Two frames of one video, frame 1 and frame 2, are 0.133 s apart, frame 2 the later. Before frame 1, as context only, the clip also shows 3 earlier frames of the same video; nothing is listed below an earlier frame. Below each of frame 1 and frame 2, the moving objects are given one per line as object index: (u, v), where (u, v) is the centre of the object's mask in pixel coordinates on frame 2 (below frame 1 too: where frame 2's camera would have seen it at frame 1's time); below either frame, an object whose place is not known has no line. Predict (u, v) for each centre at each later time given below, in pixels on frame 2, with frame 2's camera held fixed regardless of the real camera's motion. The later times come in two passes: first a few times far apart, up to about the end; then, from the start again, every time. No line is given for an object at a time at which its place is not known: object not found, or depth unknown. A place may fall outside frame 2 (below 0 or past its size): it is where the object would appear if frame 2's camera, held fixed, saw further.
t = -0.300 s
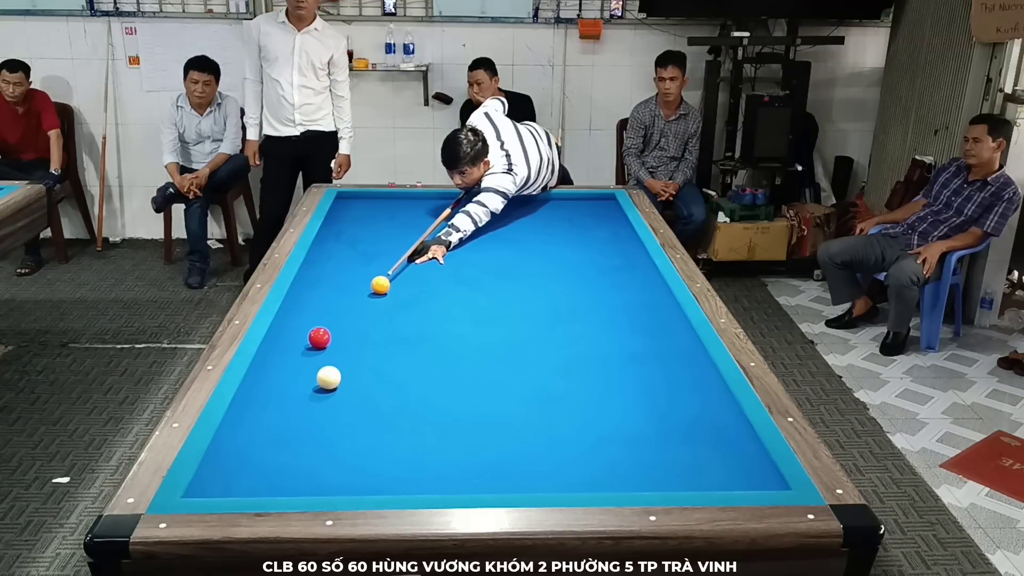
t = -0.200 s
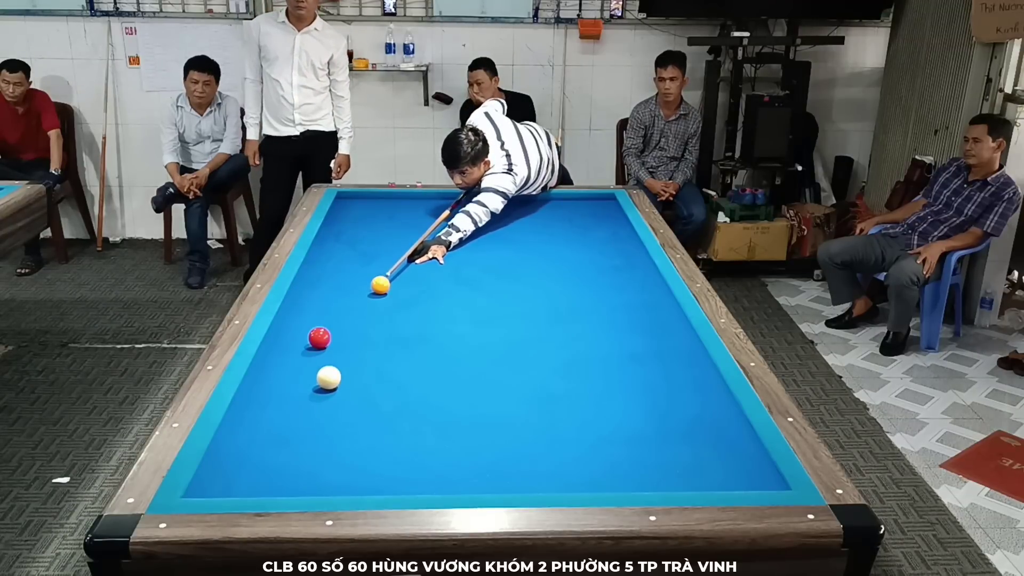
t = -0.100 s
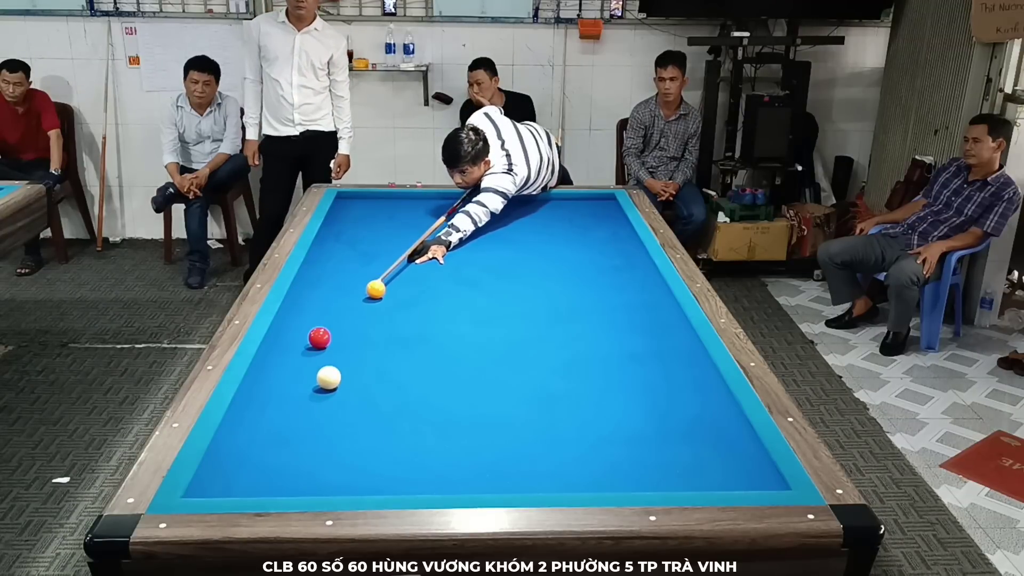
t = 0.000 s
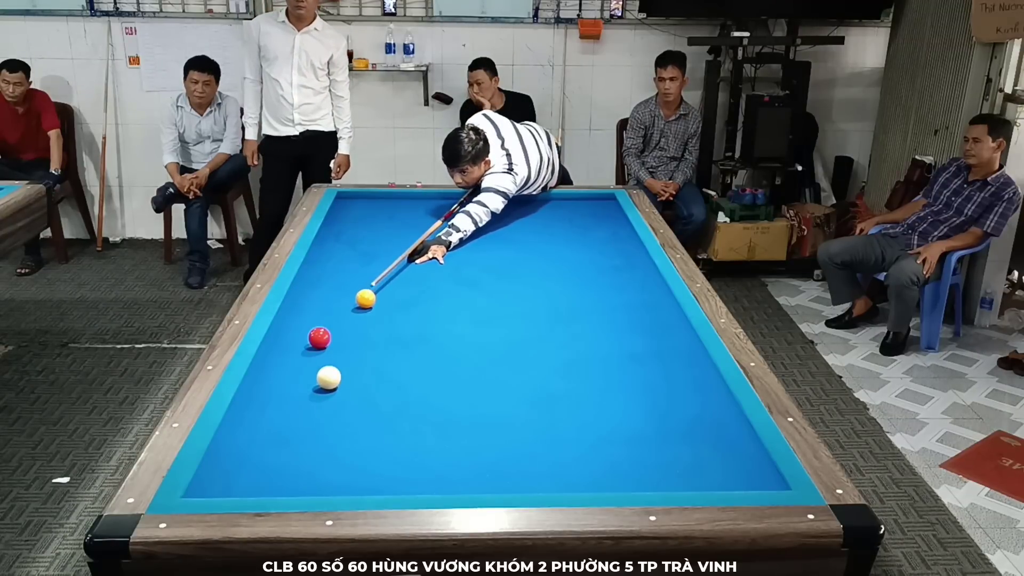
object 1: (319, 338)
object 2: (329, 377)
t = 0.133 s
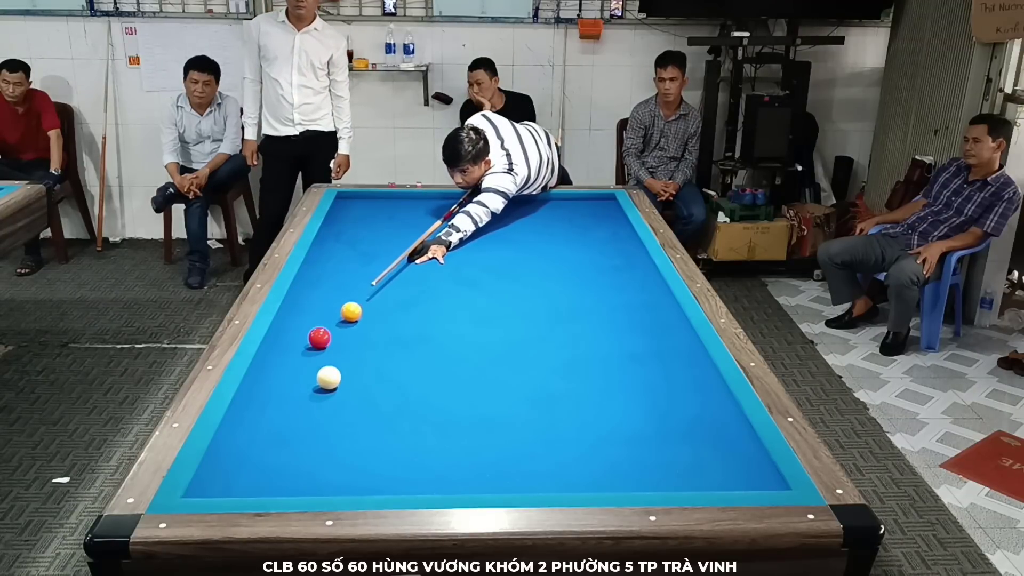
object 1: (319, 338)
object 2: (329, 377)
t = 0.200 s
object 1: (319, 337)
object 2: (329, 377)
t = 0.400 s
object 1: (305, 347)
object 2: (329, 377)
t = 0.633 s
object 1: (276, 366)
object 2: (329, 377)
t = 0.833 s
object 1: (252, 382)
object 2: (329, 377)
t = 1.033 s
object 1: (255, 397)
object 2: (329, 377)
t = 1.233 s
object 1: (258, 412)
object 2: (329, 377)
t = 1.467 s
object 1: (261, 431)
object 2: (328, 377)
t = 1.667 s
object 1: (264, 448)
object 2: (328, 382)
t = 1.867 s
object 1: (267, 466)
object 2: (328, 386)
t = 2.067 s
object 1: (269, 484)
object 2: (328, 390)
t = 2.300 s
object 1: (280, 485)
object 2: (328, 394)
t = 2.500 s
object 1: (292, 476)
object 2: (327, 398)
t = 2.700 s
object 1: (303, 467)
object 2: (326, 401)
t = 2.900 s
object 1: (313, 458)
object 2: (325, 404)
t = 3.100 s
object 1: (322, 450)
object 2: (325, 406)
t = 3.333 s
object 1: (332, 441)
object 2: (324, 409)
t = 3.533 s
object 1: (340, 435)
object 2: (324, 411)
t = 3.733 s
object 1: (347, 429)
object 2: (324, 412)
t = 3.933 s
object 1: (353, 423)
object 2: (324, 414)
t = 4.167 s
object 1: (360, 417)
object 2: (324, 414)
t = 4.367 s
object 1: (365, 413)
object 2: (323, 415)
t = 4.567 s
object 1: (369, 409)
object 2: (323, 415)
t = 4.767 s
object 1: (373, 406)
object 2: (323, 415)
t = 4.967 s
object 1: (377, 403)
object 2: (323, 415)
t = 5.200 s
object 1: (380, 400)
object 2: (323, 415)
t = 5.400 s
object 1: (383, 398)
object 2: (323, 415)
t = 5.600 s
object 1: (386, 396)
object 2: (323, 415)
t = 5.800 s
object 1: (387, 395)
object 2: (323, 415)
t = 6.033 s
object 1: (388, 394)
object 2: (323, 415)
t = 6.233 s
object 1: (389, 394)
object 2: (323, 415)
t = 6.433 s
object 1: (389, 394)
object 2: (323, 415)
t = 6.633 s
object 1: (389, 394)
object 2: (323, 415)
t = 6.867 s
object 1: (388, 394)
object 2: (323, 415)
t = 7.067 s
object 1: (389, 394)
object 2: (323, 415)
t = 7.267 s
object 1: (388, 394)
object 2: (323, 415)
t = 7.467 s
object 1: (389, 394)
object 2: (323, 415)
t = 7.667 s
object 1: (388, 394)
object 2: (323, 415)
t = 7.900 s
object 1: (389, 394)
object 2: (323, 415)
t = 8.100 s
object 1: (388, 394)
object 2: (323, 415)
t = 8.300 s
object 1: (388, 394)
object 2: (323, 415)
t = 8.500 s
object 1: (388, 394)
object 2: (323, 415)
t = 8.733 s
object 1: (388, 394)
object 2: (323, 415)
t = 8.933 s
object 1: (389, 394)
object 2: (323, 415)
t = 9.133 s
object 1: (389, 394)
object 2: (323, 415)
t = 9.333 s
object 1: (388, 394)
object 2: (323, 415)
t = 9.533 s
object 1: (389, 394)
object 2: (323, 415)
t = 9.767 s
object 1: (389, 394)
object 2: (323, 415)
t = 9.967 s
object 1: (388, 394)
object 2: (323, 415)
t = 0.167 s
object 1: (319, 337)
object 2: (329, 377)
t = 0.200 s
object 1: (319, 337)
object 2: (329, 377)
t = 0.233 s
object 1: (319, 338)
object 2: (329, 377)
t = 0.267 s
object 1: (319, 338)
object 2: (329, 377)
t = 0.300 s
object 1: (319, 338)
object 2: (329, 377)
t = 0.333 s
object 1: (314, 341)
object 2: (329, 377)
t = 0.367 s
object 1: (310, 344)
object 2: (329, 377)
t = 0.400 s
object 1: (305, 347)
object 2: (329, 377)
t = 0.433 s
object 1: (300, 350)
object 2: (329, 377)
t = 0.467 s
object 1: (296, 352)
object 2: (329, 377)
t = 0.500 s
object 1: (292, 355)
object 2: (329, 377)
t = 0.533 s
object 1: (289, 358)
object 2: (329, 377)
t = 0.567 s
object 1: (284, 360)
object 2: (329, 377)
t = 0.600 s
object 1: (280, 363)
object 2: (329, 377)
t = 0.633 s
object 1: (276, 366)
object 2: (329, 377)
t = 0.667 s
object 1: (272, 368)
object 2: (329, 377)
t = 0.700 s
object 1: (268, 371)
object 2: (329, 377)
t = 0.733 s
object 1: (264, 374)
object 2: (329, 377)
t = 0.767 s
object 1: (260, 377)
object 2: (329, 377)
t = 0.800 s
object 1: (255, 380)
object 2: (329, 377)
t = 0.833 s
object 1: (252, 382)
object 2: (329, 377)
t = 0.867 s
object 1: (253, 385)
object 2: (329, 377)
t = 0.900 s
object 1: (254, 387)
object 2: (329, 377)
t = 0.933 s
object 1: (254, 390)
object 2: (329, 377)
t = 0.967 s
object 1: (254, 392)
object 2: (329, 377)
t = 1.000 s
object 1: (255, 395)
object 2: (329, 377)
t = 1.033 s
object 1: (255, 397)
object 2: (329, 377)
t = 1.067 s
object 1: (256, 400)
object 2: (329, 377)
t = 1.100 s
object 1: (256, 402)
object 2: (329, 377)
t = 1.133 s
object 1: (257, 405)
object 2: (329, 377)
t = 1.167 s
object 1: (257, 407)
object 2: (329, 377)
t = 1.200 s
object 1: (257, 410)
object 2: (329, 377)
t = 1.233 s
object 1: (258, 412)
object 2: (329, 377)
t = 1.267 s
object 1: (258, 415)
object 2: (329, 377)
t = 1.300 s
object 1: (259, 418)
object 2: (329, 377)
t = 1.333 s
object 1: (259, 420)
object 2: (329, 377)
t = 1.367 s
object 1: (260, 423)
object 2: (329, 377)
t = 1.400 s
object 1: (260, 425)
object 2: (329, 377)
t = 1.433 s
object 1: (260, 428)
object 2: (329, 377)
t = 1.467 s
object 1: (261, 431)
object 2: (328, 377)
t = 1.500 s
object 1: (261, 434)
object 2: (328, 378)
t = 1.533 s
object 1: (262, 437)
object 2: (328, 379)
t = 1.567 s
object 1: (262, 439)
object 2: (328, 380)
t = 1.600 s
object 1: (263, 442)
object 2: (328, 380)
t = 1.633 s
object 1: (263, 445)
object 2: (328, 381)
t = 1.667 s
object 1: (264, 448)
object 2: (328, 382)
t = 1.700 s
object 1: (264, 451)
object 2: (328, 382)
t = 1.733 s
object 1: (265, 454)
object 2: (328, 383)
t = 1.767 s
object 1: (265, 457)
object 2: (328, 384)
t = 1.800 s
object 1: (266, 460)
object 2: (328, 385)
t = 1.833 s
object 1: (266, 463)
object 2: (328, 385)
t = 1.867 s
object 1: (267, 466)
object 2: (328, 386)
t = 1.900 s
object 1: (267, 469)
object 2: (328, 387)
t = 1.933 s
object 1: (267, 472)
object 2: (328, 387)
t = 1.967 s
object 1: (268, 475)
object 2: (328, 388)
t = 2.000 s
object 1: (268, 478)
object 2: (328, 389)
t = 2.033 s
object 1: (269, 481)
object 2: (328, 389)
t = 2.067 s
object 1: (269, 484)
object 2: (328, 390)
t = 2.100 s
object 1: (270, 486)
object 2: (328, 391)
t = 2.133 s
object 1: (271, 487)
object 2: (328, 391)
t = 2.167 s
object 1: (271, 489)
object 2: (328, 392)
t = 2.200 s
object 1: (273, 489)
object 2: (328, 392)
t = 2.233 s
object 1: (275, 487)
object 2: (328, 393)
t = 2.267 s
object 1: (277, 486)
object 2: (328, 394)
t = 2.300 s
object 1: (280, 485)
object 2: (328, 394)
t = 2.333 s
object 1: (282, 484)
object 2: (327, 395)
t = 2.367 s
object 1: (284, 483)
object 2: (327, 395)
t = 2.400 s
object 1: (286, 481)
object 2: (327, 396)
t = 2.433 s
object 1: (288, 480)
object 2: (327, 397)
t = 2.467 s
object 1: (290, 478)
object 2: (327, 397)
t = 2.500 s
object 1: (292, 476)
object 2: (327, 398)
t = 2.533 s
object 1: (294, 475)
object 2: (327, 398)
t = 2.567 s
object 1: (295, 473)
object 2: (327, 399)
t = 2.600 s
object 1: (297, 471)
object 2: (327, 399)
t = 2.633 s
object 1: (299, 470)
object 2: (326, 400)
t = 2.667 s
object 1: (301, 468)
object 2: (326, 400)
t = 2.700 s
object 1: (303, 467)
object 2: (326, 401)
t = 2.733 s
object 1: (304, 465)
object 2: (326, 401)
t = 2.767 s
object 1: (306, 464)
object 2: (326, 402)
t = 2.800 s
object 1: (308, 462)
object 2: (326, 402)
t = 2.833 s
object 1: (309, 461)
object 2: (326, 403)
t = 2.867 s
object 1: (311, 459)
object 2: (325, 403)
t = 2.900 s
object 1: (313, 458)
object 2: (325, 404)
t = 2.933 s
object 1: (314, 456)
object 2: (325, 404)
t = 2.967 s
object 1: (316, 455)
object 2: (325, 405)
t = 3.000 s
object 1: (317, 454)
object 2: (325, 405)
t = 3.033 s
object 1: (319, 452)
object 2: (325, 406)
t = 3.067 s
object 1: (321, 451)
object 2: (325, 406)
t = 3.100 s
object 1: (322, 450)
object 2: (325, 406)
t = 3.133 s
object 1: (324, 448)
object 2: (325, 407)
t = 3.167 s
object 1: (325, 447)
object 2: (325, 407)
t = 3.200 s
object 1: (326, 446)
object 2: (325, 408)
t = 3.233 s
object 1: (328, 445)
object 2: (325, 408)
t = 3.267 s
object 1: (329, 443)
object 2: (324, 408)
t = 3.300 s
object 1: (331, 442)
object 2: (324, 409)
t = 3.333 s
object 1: (332, 441)
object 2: (324, 409)
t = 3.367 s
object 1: (333, 440)
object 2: (324, 409)
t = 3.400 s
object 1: (335, 439)
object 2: (324, 410)
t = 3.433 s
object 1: (336, 438)
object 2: (324, 410)
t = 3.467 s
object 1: (337, 437)
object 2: (324, 410)
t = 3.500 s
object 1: (338, 436)
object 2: (324, 411)
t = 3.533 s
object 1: (340, 435)
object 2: (324, 411)
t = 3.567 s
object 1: (341, 434)
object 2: (324, 411)
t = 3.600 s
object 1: (342, 432)
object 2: (324, 411)
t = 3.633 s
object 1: (343, 431)
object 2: (324, 412)
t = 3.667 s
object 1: (344, 430)
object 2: (324, 412)
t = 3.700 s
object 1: (346, 429)
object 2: (324, 412)
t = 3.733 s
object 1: (347, 429)
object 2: (324, 412)
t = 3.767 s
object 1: (348, 428)
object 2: (324, 413)
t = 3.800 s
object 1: (349, 427)
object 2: (324, 413)
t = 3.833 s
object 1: (350, 426)
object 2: (324, 413)
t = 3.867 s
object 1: (351, 425)
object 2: (324, 413)
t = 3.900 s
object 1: (352, 424)
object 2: (324, 413)
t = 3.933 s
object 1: (353, 423)
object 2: (324, 414)
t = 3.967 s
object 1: (354, 422)
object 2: (324, 414)
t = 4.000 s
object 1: (355, 421)
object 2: (324, 414)
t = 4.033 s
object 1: (356, 421)
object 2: (324, 414)
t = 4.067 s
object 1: (357, 420)
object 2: (324, 414)
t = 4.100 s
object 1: (358, 419)
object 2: (324, 414)
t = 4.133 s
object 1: (359, 418)
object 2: (324, 414)
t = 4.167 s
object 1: (360, 417)
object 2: (324, 414)
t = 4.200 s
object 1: (361, 417)
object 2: (324, 414)
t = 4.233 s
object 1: (362, 416)
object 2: (323, 415)
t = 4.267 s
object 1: (363, 415)
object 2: (323, 415)
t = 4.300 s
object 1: (364, 414)
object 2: (323, 415)
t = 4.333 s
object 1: (364, 414)
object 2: (323, 415)
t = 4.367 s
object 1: (365, 413)
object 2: (323, 415)
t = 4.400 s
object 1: (366, 412)
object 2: (323, 415)
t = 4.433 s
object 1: (367, 412)
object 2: (323, 415)
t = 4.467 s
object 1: (368, 411)
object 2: (323, 415)
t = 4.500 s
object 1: (368, 410)
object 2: (323, 415)
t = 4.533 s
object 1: (369, 410)
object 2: (323, 415)
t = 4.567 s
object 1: (369, 409)
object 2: (323, 415)
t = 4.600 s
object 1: (370, 409)
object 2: (323, 415)
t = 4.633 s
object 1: (371, 408)
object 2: (323, 415)
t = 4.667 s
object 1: (372, 407)
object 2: (323, 415)
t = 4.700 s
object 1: (372, 407)
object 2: (323, 415)
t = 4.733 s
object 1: (373, 406)
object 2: (323, 415)
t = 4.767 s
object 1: (373, 406)
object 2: (323, 415)
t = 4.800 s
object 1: (374, 405)
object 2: (323, 415)
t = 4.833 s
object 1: (375, 405)
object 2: (323, 415)
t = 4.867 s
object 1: (375, 404)
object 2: (323, 415)
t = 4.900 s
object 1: (376, 404)
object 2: (323, 415)
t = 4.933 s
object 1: (376, 403)
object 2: (323, 415)
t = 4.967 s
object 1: (377, 403)
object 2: (323, 415)
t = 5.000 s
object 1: (377, 402)
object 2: (323, 415)
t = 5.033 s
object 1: (378, 402)
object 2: (323, 415)
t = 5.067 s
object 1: (378, 402)
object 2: (323, 415)
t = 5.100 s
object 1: (379, 401)
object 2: (323, 415)
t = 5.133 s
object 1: (379, 401)
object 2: (323, 415)
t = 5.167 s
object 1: (380, 400)
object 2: (323, 415)
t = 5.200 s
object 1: (380, 400)
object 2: (323, 415)
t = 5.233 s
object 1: (381, 400)
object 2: (323, 415)
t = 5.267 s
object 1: (381, 399)
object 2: (323, 415)
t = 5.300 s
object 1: (382, 399)
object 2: (323, 415)
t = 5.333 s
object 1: (382, 398)
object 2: (323, 415)
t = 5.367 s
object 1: (383, 398)
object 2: (323, 415)
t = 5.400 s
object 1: (383, 398)
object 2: (323, 415)
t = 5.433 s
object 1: (384, 398)
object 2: (323, 415)
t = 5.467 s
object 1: (384, 397)
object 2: (323, 415)
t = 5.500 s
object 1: (384, 397)
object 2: (323, 415)
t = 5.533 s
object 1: (385, 397)
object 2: (323, 415)
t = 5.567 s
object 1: (385, 397)
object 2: (323, 415)
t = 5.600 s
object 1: (386, 396)
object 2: (323, 415)
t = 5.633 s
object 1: (386, 396)
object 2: (323, 415)
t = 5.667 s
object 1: (386, 396)
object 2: (323, 415)
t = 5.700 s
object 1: (386, 396)
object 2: (323, 415)
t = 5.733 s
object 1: (387, 395)
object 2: (323, 415)
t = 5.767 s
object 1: (387, 395)
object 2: (323, 415)
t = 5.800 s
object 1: (387, 395)
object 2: (323, 415)
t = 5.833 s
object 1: (387, 395)
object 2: (323, 415)
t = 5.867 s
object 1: (388, 395)
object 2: (323, 415)
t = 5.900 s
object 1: (388, 395)
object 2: (323, 415)
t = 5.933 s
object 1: (388, 395)
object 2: (323, 415)
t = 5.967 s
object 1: (388, 394)
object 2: (323, 415)
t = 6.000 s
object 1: (388, 394)
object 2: (323, 415)
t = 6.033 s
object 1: (388, 394)
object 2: (323, 415)
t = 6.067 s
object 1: (388, 394)
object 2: (323, 415)
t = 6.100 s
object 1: (389, 394)
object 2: (323, 415)
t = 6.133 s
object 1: (389, 394)
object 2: (323, 415)
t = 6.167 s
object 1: (389, 394)
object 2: (323, 415)
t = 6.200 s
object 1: (389, 394)
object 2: (323, 415)
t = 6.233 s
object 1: (389, 394)
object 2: (323, 415)
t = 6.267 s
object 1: (389, 394)
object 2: (323, 415)
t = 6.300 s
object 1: (389, 394)
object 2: (323, 415)
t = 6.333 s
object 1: (389, 394)
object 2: (323, 415)
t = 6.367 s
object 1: (389, 394)
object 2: (323, 415)
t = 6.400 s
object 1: (389, 394)
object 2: (323, 415)
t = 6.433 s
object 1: (389, 394)
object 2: (323, 415)
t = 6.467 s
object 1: (389, 394)
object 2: (323, 415)
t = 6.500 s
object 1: (389, 394)
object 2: (323, 415)
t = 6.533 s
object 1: (389, 394)
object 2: (323, 415)
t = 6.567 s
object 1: (389, 394)
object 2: (323, 415)
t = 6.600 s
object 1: (389, 394)
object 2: (323, 415)
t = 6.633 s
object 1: (389, 394)
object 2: (323, 415)
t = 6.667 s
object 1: (388, 394)
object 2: (323, 415)
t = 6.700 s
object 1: (388, 394)
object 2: (323, 415)
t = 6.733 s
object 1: (388, 394)
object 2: (323, 415)
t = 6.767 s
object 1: (388, 394)
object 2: (323, 415)
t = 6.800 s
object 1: (388, 394)
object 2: (323, 415)
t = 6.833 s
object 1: (388, 394)
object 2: (323, 415)
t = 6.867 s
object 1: (388, 394)
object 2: (323, 415)
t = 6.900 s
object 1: (388, 394)
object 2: (323, 415)
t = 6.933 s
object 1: (388, 394)
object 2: (323, 415)
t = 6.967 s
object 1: (388, 394)
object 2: (323, 415)
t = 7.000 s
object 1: (388, 394)
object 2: (323, 415)
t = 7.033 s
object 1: (388, 394)
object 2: (323, 415)
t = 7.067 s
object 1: (389, 394)
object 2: (323, 415)
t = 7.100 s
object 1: (389, 394)
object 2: (323, 415)
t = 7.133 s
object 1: (389, 394)
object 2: (323, 415)
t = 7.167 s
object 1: (389, 394)
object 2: (323, 415)
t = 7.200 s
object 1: (389, 394)
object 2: (323, 415)
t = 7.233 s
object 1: (389, 394)
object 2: (323, 415)
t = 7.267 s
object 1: (388, 394)
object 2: (323, 415)
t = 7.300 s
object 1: (389, 394)
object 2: (323, 415)
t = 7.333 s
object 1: (388, 394)
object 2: (323, 415)
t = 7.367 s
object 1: (388, 394)
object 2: (323, 415)
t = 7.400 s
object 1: (389, 394)
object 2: (323, 415)
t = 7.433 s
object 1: (389, 394)
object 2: (323, 415)
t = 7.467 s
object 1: (389, 394)
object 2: (323, 415)
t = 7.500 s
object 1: (388, 394)
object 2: (323, 415)
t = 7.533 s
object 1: (388, 394)
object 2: (323, 415)
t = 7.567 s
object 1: (388, 394)
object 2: (323, 415)
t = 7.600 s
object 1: (388, 394)
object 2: (323, 415)
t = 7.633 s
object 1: (389, 394)
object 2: (323, 415)
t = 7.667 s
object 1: (388, 394)
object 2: (323, 415)
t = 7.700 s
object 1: (388, 394)
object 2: (323, 415)
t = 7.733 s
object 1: (388, 394)
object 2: (323, 415)
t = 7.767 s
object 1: (388, 394)
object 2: (323, 415)
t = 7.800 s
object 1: (388, 394)
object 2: (323, 415)
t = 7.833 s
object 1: (388, 394)
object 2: (323, 415)
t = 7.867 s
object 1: (388, 394)
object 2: (323, 415)
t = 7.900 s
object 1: (389, 394)
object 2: (323, 415)
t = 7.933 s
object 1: (388, 394)
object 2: (323, 415)
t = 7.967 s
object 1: (389, 394)
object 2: (323, 415)
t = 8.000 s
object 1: (388, 394)
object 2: (323, 415)
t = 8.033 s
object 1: (388, 394)
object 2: (323, 415)
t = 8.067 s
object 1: (388, 394)
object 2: (323, 415)
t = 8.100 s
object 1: (388, 394)
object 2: (323, 415)
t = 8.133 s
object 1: (388, 394)
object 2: (323, 415)
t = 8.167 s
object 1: (388, 394)
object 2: (323, 415)
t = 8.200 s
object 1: (388, 394)
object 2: (323, 415)
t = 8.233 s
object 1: (389, 394)
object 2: (323, 415)
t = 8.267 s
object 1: (388, 394)
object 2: (323, 415)
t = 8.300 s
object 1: (388, 394)
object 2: (323, 415)
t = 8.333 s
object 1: (388, 394)
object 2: (323, 415)
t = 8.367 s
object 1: (388, 394)
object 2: (323, 415)
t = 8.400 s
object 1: (389, 394)
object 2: (323, 415)
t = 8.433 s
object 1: (388, 394)
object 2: (323, 415)
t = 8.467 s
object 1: (388, 394)
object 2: (323, 415)
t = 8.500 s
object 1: (388, 394)
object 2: (323, 415)
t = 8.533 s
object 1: (388, 394)
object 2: (323, 415)
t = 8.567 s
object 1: (388, 394)
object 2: (323, 415)
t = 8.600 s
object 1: (389, 394)
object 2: (323, 415)
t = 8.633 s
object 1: (389, 394)
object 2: (323, 415)
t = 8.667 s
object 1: (389, 394)
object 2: (323, 415)
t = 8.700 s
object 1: (389, 394)
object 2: (323, 415)
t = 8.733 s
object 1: (388, 394)
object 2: (323, 415)
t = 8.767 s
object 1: (389, 394)
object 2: (323, 415)
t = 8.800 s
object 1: (389, 394)
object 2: (323, 415)
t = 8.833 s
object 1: (389, 394)
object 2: (323, 415)
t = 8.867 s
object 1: (388, 394)
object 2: (323, 415)
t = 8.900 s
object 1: (388, 394)
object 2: (323, 415)
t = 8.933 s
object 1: (389, 394)
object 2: (323, 415)
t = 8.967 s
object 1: (388, 394)
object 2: (323, 415)
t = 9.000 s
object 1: (388, 394)
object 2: (323, 415)
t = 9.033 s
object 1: (389, 394)
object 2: (323, 415)
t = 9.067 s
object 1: (389, 394)
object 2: (323, 415)
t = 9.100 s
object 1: (389, 394)
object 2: (323, 415)
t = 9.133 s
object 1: (389, 394)
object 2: (323, 415)
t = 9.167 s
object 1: (389, 394)
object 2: (323, 415)
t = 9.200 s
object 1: (389, 394)
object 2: (323, 415)
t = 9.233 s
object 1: (388, 394)
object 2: (323, 415)
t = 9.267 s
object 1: (388, 394)
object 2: (323, 415)
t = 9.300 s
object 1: (388, 394)
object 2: (323, 415)
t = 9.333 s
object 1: (388, 394)
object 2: (323, 415)
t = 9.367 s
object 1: (388, 394)
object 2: (323, 415)
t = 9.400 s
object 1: (388, 394)
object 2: (323, 415)
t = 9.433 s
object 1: (388, 394)
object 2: (323, 415)
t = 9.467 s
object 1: (388, 394)
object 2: (323, 415)
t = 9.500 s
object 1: (388, 394)
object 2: (323, 415)
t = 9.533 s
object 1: (389, 394)
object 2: (323, 415)
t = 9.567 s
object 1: (388, 394)
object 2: (323, 415)
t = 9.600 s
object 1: (388, 394)
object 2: (323, 415)
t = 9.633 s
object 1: (388, 394)
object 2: (323, 415)
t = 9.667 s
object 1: (389, 394)
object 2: (323, 415)
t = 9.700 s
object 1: (389, 394)
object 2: (323, 415)
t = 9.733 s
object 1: (388, 394)
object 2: (323, 415)
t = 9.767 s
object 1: (389, 394)
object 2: (323, 415)
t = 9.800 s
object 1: (388, 394)
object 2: (323, 415)
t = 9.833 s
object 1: (388, 394)
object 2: (323, 415)
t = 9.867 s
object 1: (388, 394)
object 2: (323, 415)
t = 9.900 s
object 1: (388, 394)
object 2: (323, 415)
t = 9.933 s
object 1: (388, 394)
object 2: (323, 415)
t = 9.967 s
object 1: (388, 394)
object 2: (323, 415)
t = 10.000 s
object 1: (388, 394)
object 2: (323, 415)
